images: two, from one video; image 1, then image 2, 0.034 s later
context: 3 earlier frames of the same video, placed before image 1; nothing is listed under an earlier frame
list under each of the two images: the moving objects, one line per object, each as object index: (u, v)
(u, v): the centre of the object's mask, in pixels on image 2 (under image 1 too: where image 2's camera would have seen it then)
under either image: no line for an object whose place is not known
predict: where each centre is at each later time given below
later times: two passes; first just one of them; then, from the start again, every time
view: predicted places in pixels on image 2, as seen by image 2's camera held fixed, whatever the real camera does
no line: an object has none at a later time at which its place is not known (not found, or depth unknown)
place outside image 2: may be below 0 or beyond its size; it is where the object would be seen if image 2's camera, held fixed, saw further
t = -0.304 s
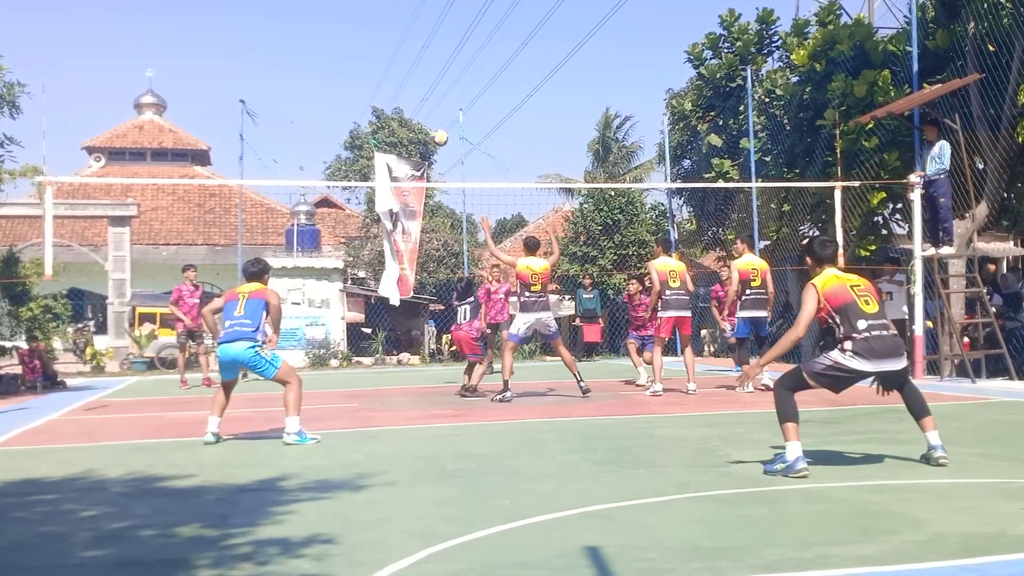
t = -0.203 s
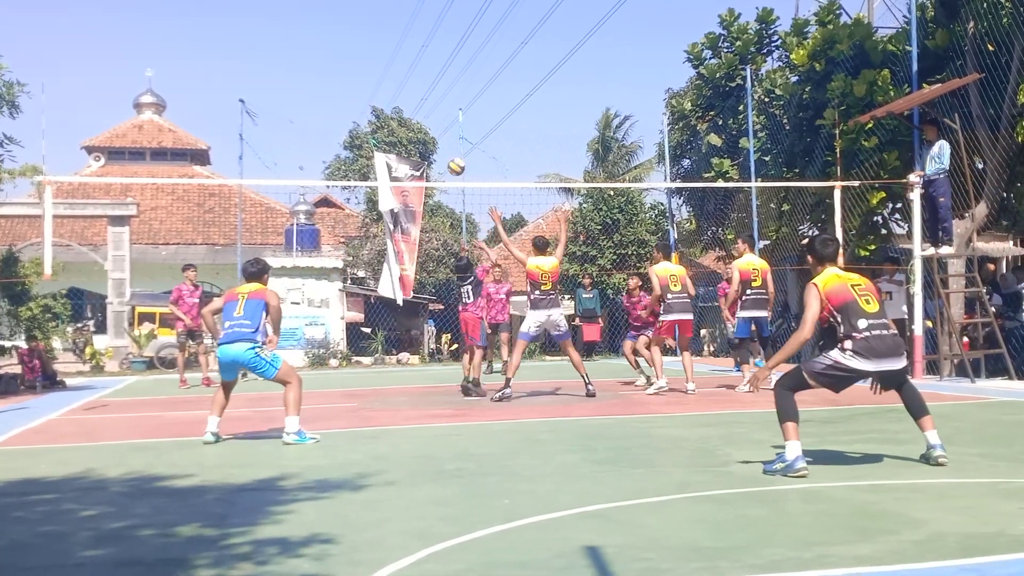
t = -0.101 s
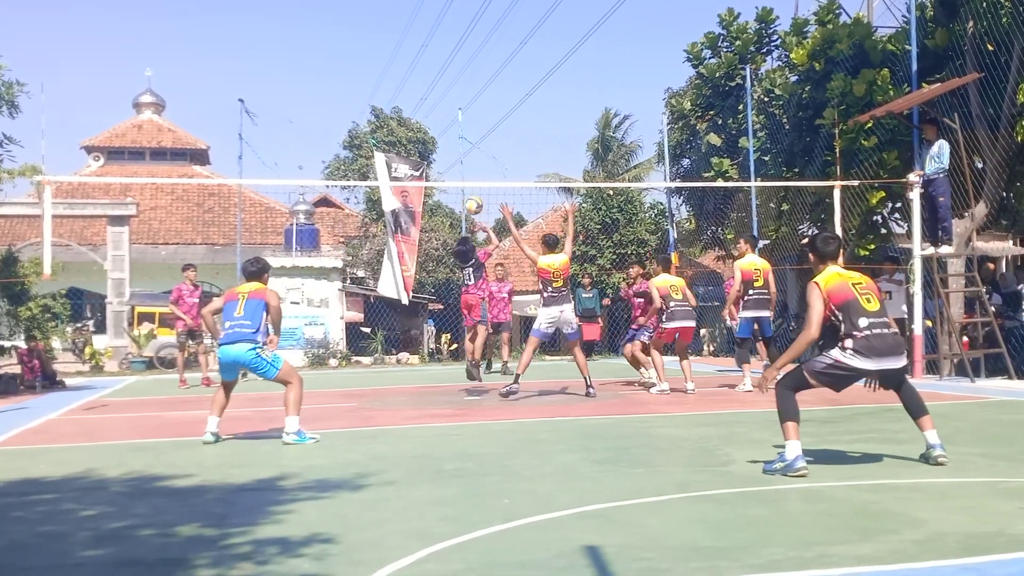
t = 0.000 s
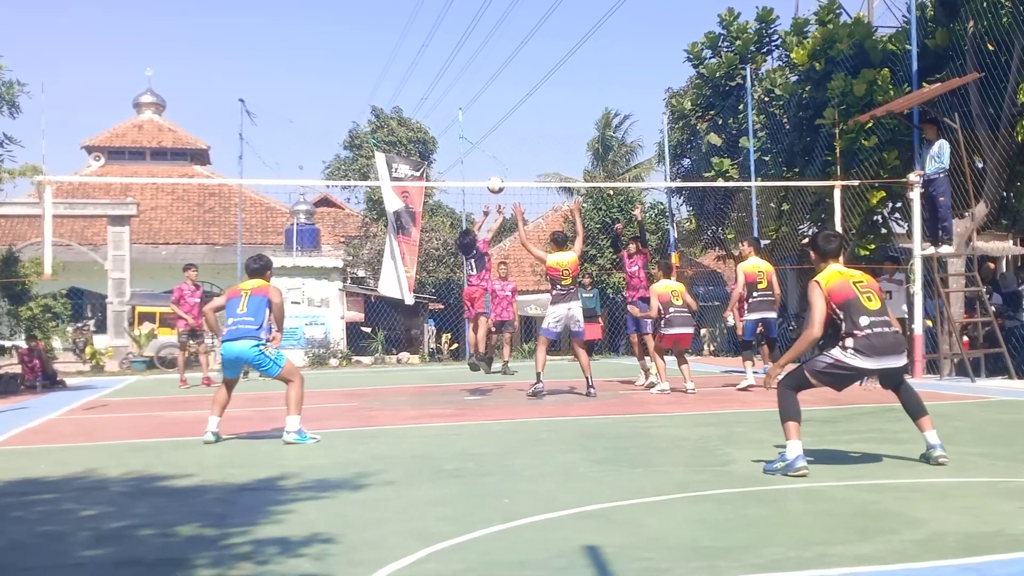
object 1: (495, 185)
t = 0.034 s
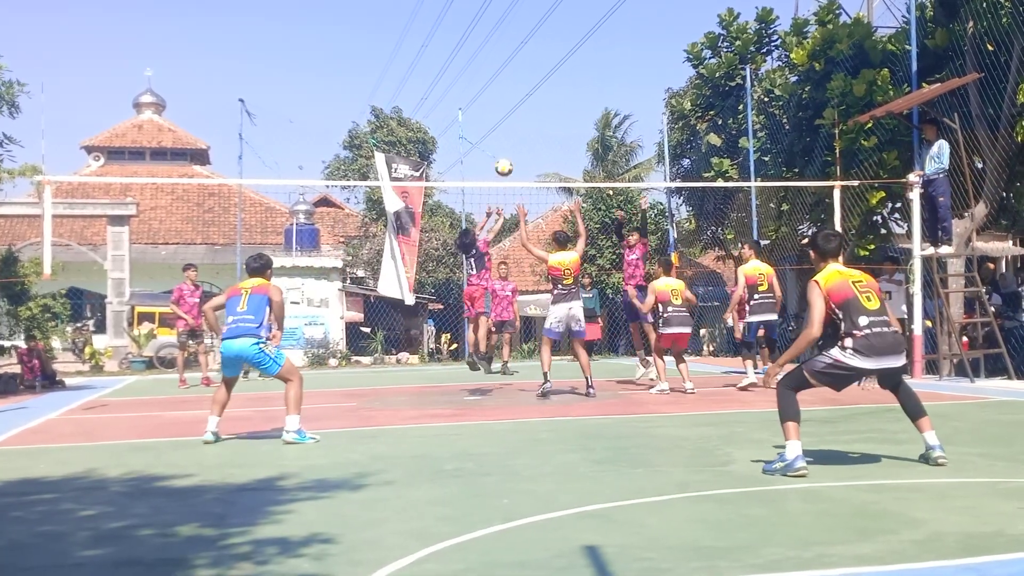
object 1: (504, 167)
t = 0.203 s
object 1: (545, 96)
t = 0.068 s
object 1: (512, 151)
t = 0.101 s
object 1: (520, 136)
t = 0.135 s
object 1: (529, 121)
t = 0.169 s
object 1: (537, 108)
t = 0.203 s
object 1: (545, 96)
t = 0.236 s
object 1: (553, 85)
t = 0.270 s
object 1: (561, 75)
